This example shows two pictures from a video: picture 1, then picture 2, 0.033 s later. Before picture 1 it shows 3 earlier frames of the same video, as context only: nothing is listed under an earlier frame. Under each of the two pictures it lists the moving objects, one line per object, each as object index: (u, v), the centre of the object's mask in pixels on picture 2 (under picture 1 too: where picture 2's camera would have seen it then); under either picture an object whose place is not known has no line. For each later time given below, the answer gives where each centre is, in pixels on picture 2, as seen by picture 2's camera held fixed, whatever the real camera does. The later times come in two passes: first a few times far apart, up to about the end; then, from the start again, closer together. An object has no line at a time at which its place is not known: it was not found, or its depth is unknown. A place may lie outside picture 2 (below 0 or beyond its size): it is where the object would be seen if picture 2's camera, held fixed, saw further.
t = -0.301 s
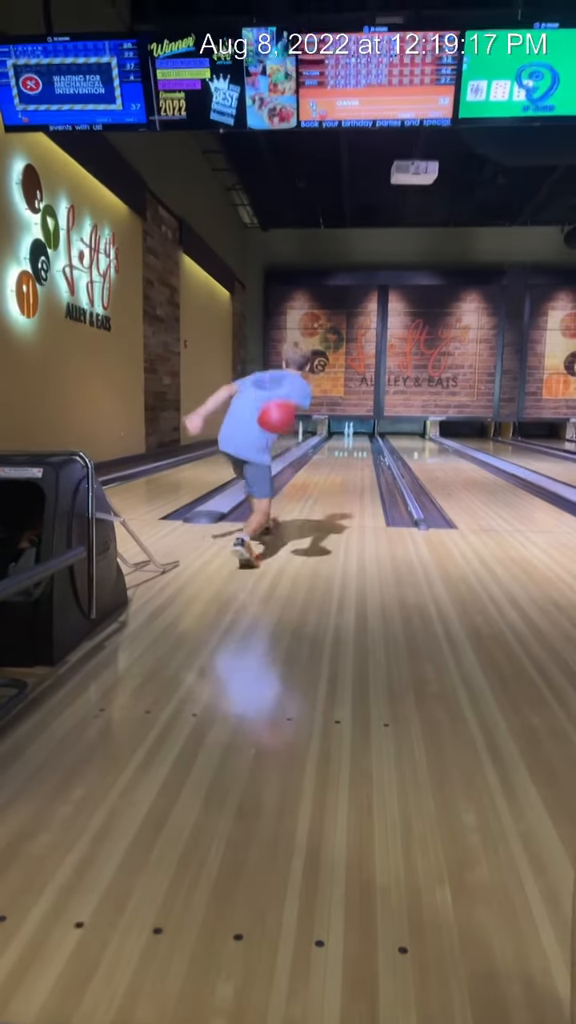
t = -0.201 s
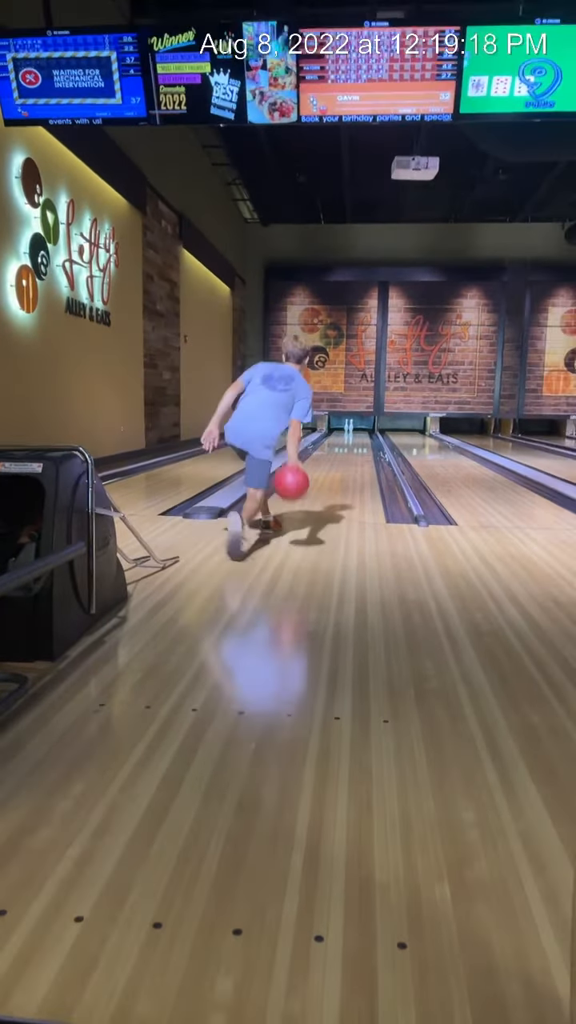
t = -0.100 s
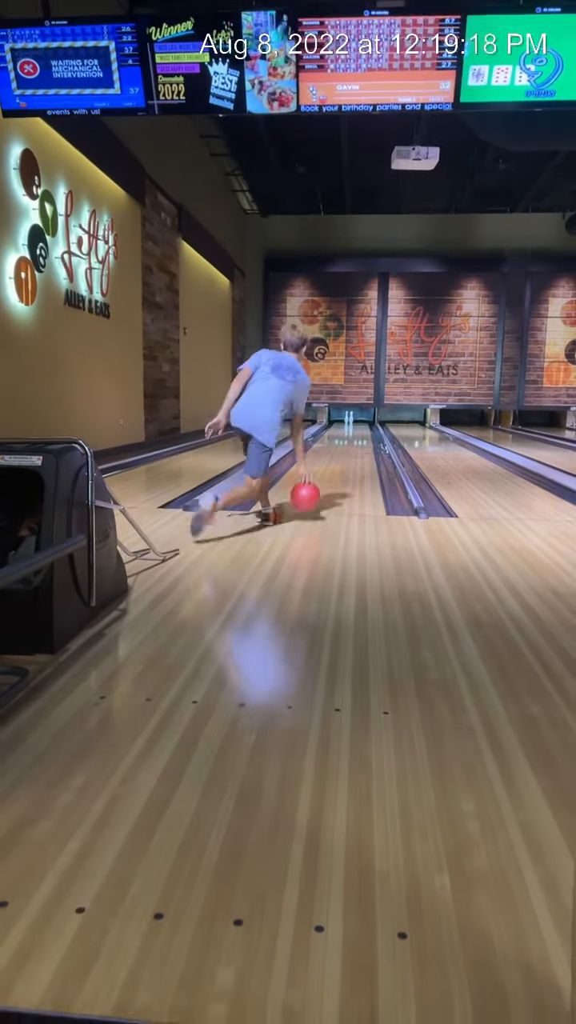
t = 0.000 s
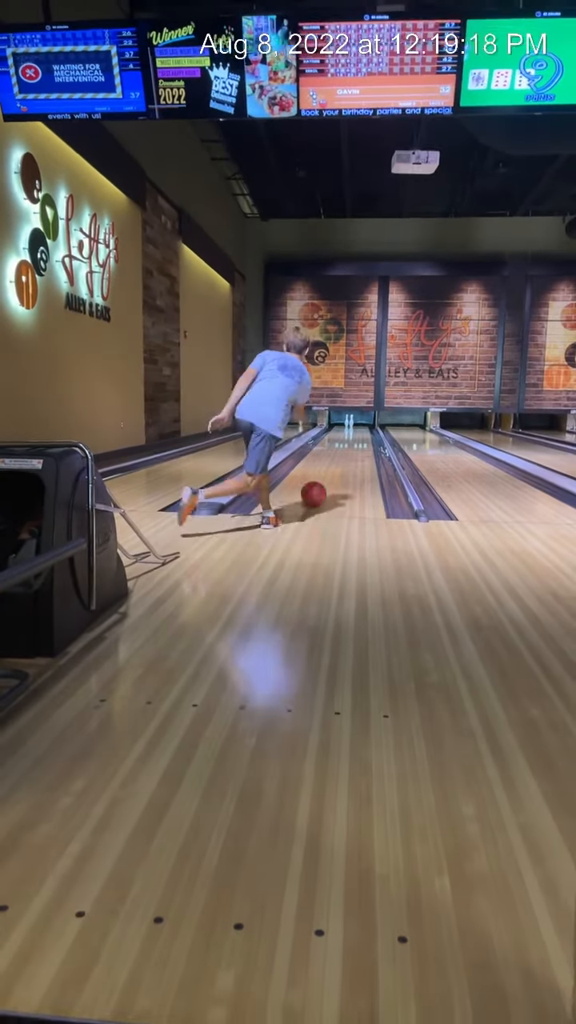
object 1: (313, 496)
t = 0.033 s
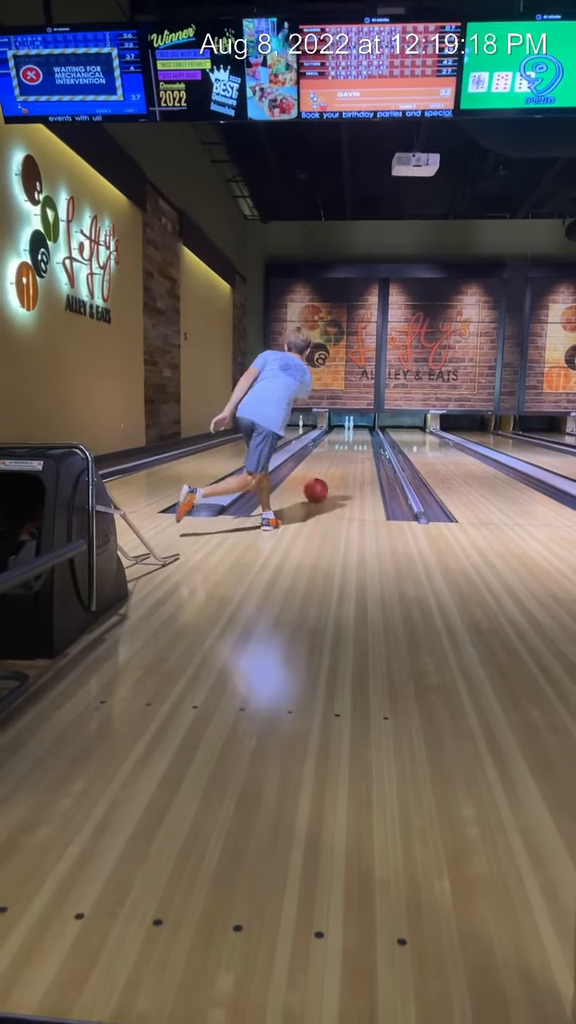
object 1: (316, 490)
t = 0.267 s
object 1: (326, 470)
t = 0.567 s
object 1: (335, 454)
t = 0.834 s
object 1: (339, 445)
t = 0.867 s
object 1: (339, 444)
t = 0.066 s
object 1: (317, 487)
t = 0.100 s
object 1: (319, 484)
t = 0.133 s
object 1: (321, 481)
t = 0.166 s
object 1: (322, 478)
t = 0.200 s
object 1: (324, 475)
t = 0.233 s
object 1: (325, 472)
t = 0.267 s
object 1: (326, 470)
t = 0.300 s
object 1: (328, 467)
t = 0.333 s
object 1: (329, 465)
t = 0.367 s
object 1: (330, 463)
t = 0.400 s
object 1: (331, 462)
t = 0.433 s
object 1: (332, 460)
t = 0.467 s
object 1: (333, 458)
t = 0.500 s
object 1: (333, 457)
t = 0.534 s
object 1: (334, 455)
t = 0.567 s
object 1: (335, 454)
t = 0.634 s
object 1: (336, 451)
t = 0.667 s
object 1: (337, 450)
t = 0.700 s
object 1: (337, 449)
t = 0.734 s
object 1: (338, 448)
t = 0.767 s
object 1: (338, 447)
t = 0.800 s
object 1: (338, 446)
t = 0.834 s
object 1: (339, 445)
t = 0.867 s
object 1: (339, 444)
